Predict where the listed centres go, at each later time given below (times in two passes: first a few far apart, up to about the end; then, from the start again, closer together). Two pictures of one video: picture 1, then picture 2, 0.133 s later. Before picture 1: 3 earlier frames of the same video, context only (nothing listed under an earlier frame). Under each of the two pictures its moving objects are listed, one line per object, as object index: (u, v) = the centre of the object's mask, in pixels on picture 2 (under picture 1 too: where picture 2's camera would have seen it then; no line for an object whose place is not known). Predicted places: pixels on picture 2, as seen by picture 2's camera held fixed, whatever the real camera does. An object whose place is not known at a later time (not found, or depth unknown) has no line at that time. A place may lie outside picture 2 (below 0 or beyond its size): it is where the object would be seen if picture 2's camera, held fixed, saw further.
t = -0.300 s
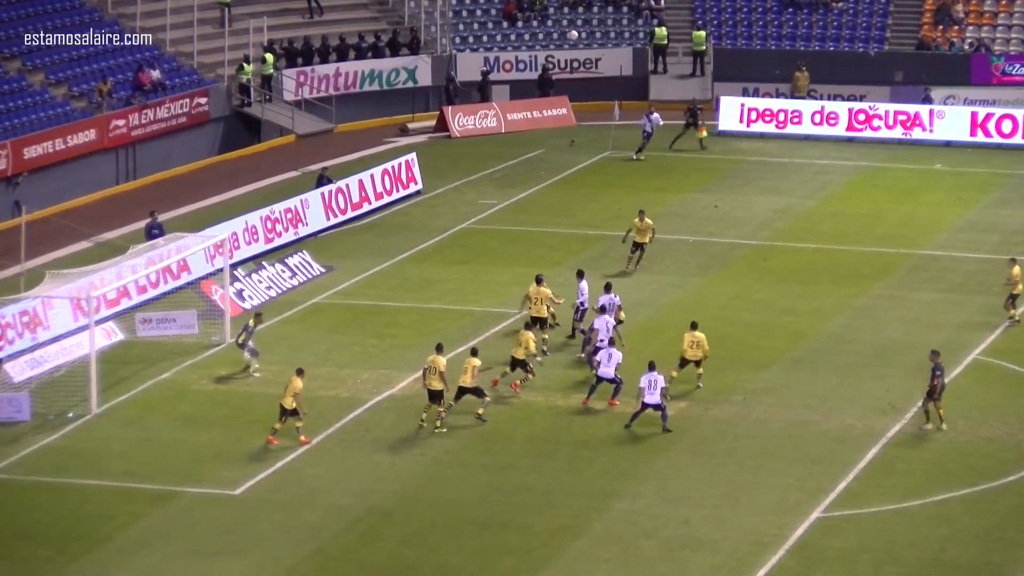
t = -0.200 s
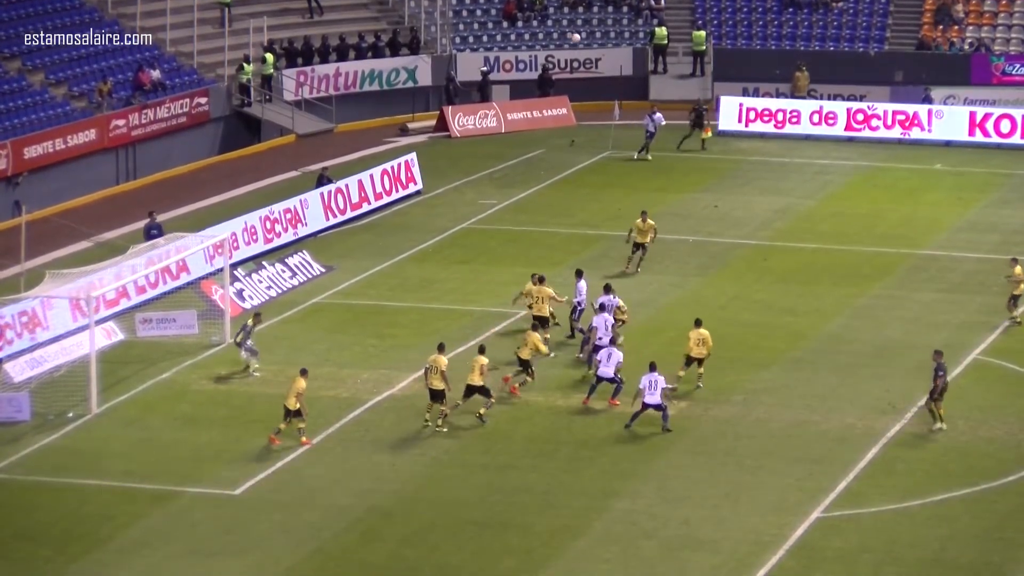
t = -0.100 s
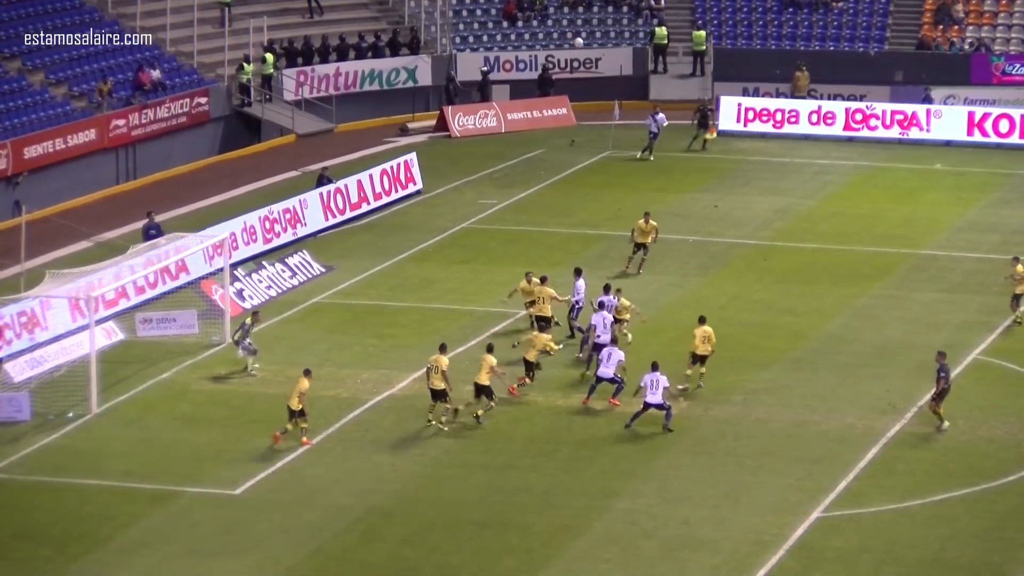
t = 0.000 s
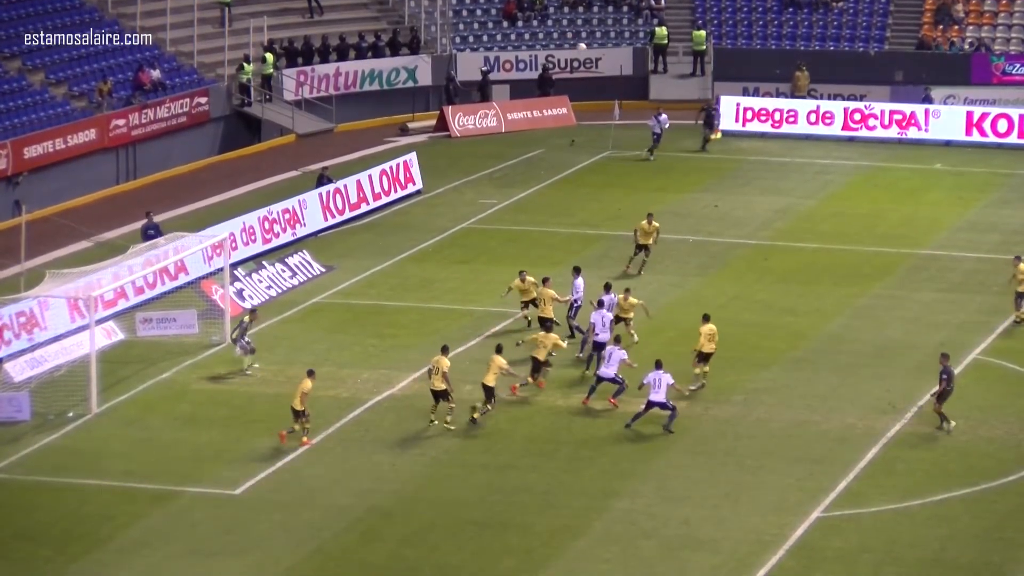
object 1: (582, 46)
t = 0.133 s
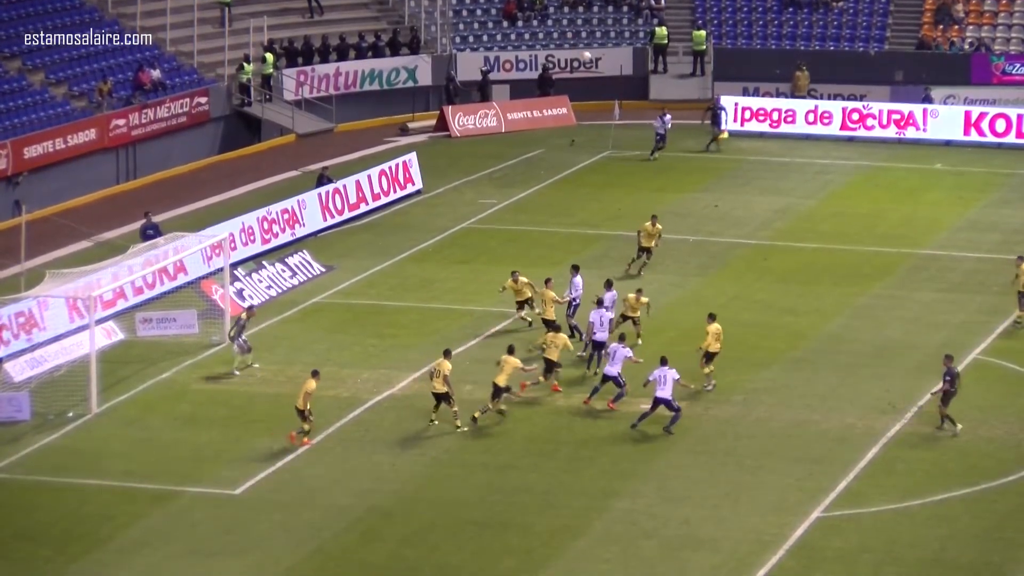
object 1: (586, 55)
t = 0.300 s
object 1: (593, 70)
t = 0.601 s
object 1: (607, 103)
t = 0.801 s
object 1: (619, 131)
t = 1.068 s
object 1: (637, 176)
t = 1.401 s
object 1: (665, 244)
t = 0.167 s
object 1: (588, 58)
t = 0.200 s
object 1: (589, 61)
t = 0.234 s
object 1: (590, 64)
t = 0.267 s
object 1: (591, 67)
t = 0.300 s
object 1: (593, 70)
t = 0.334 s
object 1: (594, 73)
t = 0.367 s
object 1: (595, 77)
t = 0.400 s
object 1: (597, 81)
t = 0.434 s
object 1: (598, 84)
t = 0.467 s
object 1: (600, 87)
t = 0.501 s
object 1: (601, 92)
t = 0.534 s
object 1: (603, 95)
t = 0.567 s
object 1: (605, 98)
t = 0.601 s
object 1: (607, 103)
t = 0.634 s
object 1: (609, 108)
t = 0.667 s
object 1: (611, 112)
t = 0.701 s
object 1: (613, 116)
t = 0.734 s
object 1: (615, 121)
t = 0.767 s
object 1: (617, 126)
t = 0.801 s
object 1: (619, 131)
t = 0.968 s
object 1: (630, 158)
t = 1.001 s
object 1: (632, 164)
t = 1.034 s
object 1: (635, 170)
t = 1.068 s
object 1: (637, 176)
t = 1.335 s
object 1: (658, 229)
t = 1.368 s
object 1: (661, 237)
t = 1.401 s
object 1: (665, 244)
